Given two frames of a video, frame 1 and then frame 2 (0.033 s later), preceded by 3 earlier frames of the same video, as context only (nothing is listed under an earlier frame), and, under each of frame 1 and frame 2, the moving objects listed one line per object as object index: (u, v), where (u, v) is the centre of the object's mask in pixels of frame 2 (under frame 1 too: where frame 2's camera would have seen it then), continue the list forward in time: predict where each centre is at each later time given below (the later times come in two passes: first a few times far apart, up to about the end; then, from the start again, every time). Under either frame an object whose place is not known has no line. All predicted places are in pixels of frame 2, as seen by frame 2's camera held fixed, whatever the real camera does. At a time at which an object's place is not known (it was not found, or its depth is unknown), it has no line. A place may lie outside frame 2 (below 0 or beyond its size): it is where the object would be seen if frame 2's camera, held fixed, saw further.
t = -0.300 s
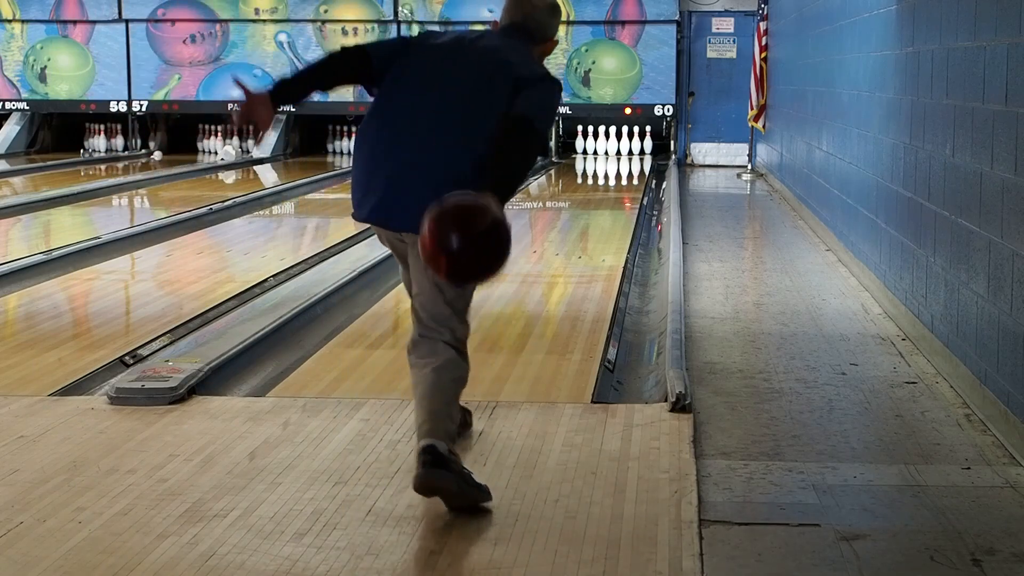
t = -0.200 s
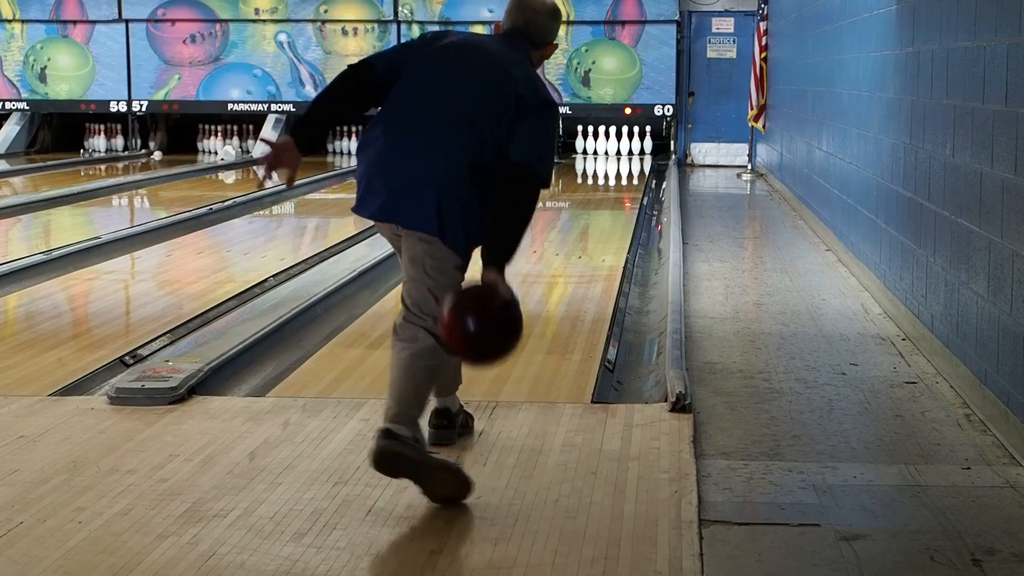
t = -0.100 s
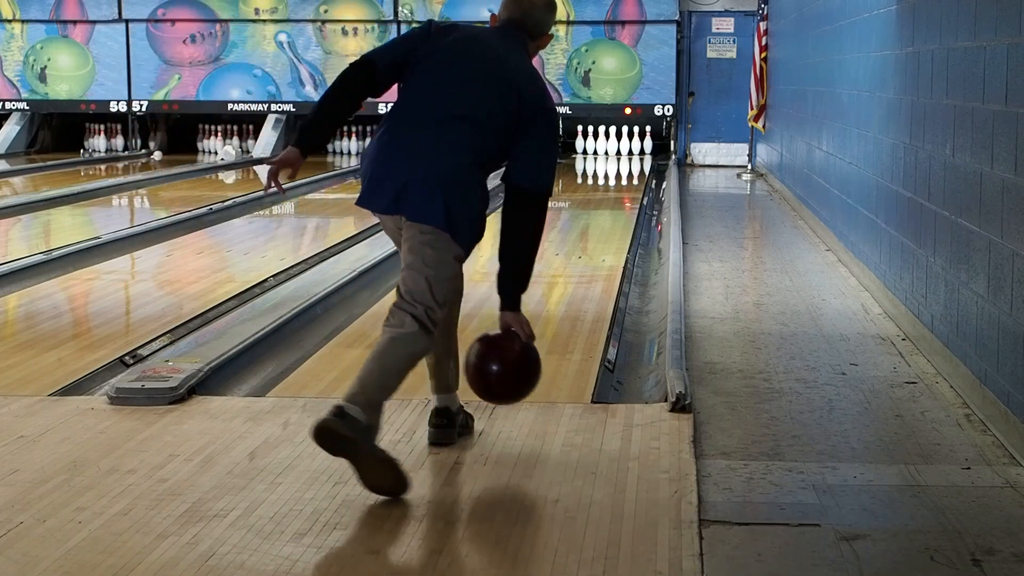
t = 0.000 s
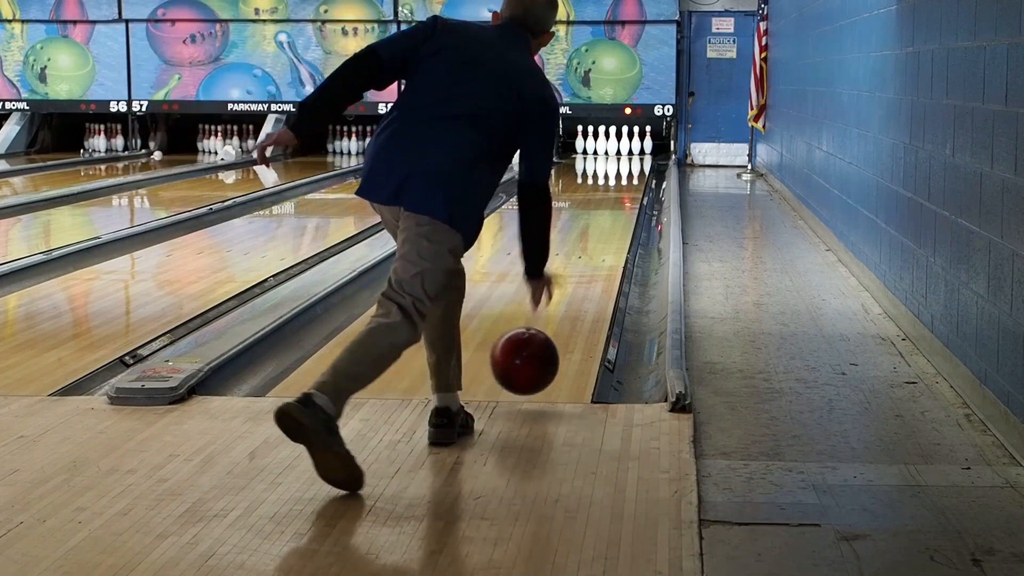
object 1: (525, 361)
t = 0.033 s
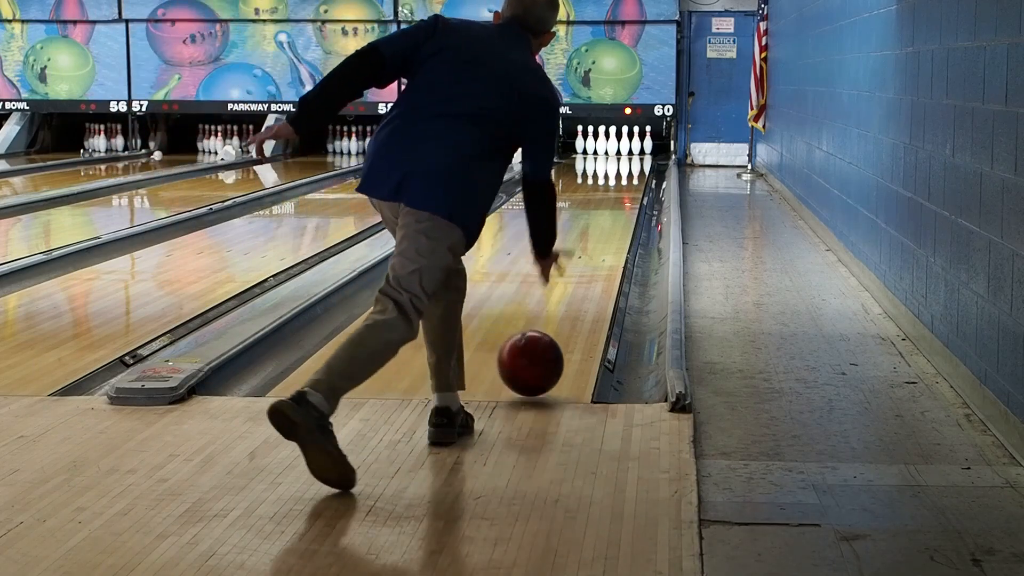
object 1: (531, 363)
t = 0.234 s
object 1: (559, 314)
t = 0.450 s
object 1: (581, 276)
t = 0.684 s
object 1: (597, 247)
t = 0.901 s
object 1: (608, 229)
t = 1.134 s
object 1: (616, 213)
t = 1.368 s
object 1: (622, 200)
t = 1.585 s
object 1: (626, 191)
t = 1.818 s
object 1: (627, 182)
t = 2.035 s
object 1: (628, 176)
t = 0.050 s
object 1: (534, 359)
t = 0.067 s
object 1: (536, 353)
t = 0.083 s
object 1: (539, 347)
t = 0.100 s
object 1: (541, 343)
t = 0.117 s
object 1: (544, 340)
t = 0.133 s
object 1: (546, 337)
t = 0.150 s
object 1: (549, 333)
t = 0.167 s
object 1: (551, 329)
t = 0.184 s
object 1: (553, 325)
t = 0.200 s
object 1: (555, 321)
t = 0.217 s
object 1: (557, 318)
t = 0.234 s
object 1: (559, 314)
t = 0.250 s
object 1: (561, 311)
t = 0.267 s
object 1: (563, 308)
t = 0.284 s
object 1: (565, 304)
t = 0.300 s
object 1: (567, 301)
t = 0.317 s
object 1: (569, 298)
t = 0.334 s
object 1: (570, 295)
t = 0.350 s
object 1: (572, 292)
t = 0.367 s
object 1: (574, 289)
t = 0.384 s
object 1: (575, 286)
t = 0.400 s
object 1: (577, 283)
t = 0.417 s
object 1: (578, 281)
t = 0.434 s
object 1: (580, 278)
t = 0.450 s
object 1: (581, 276)
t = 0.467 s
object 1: (583, 273)
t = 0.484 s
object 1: (584, 271)
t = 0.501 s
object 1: (585, 268)
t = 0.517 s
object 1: (586, 266)
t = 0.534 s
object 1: (588, 264)
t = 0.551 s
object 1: (589, 262)
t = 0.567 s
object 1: (590, 260)
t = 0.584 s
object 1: (591, 258)
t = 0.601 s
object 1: (592, 256)
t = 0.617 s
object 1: (593, 254)
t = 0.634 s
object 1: (594, 252)
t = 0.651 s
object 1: (595, 250)
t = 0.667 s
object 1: (596, 249)
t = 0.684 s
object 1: (597, 247)
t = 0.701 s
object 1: (598, 245)
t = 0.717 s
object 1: (599, 244)
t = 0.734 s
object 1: (600, 242)
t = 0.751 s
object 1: (601, 241)
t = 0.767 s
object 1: (602, 239)
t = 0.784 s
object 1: (602, 238)
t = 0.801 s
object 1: (603, 236)
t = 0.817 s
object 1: (604, 235)
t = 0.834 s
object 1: (605, 234)
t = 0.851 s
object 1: (605, 233)
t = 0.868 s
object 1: (606, 231)
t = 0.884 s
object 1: (607, 230)
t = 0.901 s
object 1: (608, 229)
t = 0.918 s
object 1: (608, 228)
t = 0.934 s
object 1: (609, 227)
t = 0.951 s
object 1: (610, 226)
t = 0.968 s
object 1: (610, 224)
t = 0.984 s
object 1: (611, 223)
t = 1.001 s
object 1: (611, 222)
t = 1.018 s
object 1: (612, 221)
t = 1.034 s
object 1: (613, 220)
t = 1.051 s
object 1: (613, 219)
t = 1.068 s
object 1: (614, 218)
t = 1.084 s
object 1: (614, 216)
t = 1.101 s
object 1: (615, 216)
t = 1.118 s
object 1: (615, 214)
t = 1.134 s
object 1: (616, 213)
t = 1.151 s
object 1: (616, 212)
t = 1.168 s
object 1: (617, 211)
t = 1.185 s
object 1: (617, 211)
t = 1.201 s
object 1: (618, 209)
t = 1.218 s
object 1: (618, 208)
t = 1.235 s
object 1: (619, 207)
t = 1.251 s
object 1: (619, 206)
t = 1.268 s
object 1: (620, 206)
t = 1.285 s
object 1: (620, 205)
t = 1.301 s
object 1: (621, 204)
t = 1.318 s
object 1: (621, 203)
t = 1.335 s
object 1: (621, 202)
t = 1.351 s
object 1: (622, 201)
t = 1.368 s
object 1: (622, 200)
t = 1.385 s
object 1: (622, 200)
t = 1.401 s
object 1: (623, 199)
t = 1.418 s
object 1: (623, 198)
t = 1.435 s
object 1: (623, 197)
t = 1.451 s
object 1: (623, 197)
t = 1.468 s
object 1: (624, 196)
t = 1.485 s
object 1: (624, 195)
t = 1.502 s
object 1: (624, 195)
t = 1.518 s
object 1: (624, 194)
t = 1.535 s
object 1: (625, 193)
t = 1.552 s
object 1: (625, 192)
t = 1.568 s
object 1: (625, 191)
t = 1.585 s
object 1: (626, 191)
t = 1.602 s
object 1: (626, 190)
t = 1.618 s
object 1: (626, 189)
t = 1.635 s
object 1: (626, 189)
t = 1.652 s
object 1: (626, 188)
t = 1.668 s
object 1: (627, 188)
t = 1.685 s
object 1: (627, 187)
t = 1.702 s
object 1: (627, 186)
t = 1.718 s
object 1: (627, 186)
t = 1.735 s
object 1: (627, 185)
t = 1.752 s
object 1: (627, 185)
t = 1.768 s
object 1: (627, 184)
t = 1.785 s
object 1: (627, 183)
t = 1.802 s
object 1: (627, 183)
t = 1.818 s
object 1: (627, 182)
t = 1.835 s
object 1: (627, 182)
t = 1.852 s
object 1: (627, 181)
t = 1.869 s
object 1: (628, 181)
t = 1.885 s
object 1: (628, 180)
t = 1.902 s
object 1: (628, 180)
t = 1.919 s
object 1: (628, 179)
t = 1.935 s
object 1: (628, 179)
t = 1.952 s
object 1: (628, 178)
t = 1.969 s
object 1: (628, 178)
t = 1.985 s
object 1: (628, 177)
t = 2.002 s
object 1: (628, 177)
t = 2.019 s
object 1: (628, 176)
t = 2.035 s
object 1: (628, 176)
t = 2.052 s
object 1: (628, 176)
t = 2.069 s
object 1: (628, 175)
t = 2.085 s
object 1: (627, 175)
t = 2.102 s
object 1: (628, 175)
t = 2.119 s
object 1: (628, 174)
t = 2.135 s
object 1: (627, 174)
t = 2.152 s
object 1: (627, 173)
